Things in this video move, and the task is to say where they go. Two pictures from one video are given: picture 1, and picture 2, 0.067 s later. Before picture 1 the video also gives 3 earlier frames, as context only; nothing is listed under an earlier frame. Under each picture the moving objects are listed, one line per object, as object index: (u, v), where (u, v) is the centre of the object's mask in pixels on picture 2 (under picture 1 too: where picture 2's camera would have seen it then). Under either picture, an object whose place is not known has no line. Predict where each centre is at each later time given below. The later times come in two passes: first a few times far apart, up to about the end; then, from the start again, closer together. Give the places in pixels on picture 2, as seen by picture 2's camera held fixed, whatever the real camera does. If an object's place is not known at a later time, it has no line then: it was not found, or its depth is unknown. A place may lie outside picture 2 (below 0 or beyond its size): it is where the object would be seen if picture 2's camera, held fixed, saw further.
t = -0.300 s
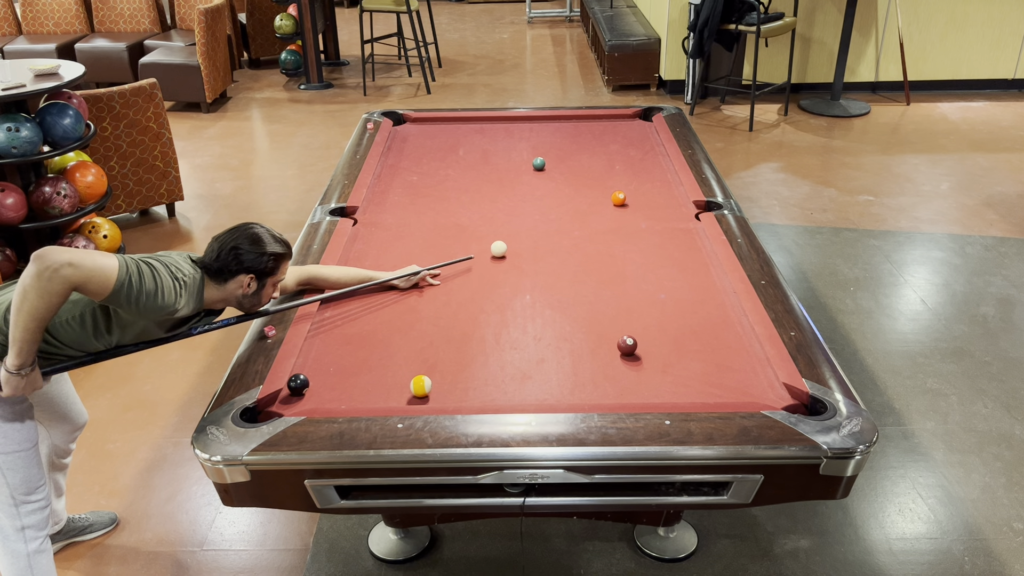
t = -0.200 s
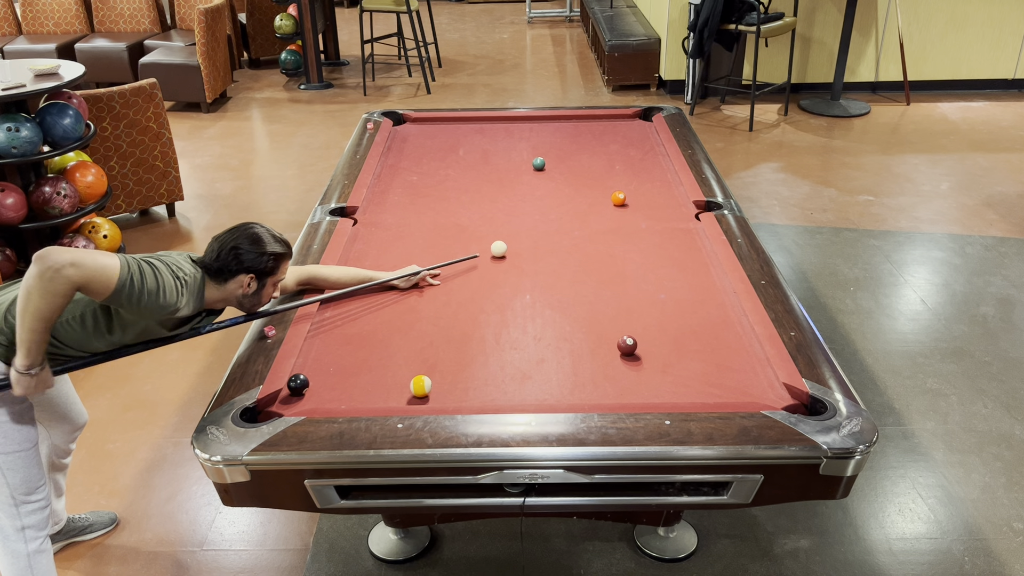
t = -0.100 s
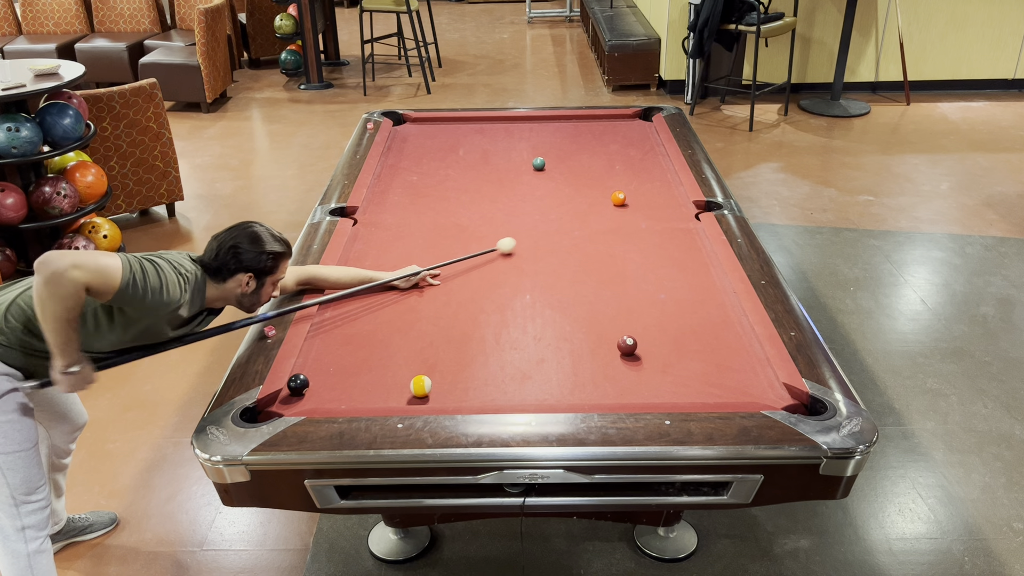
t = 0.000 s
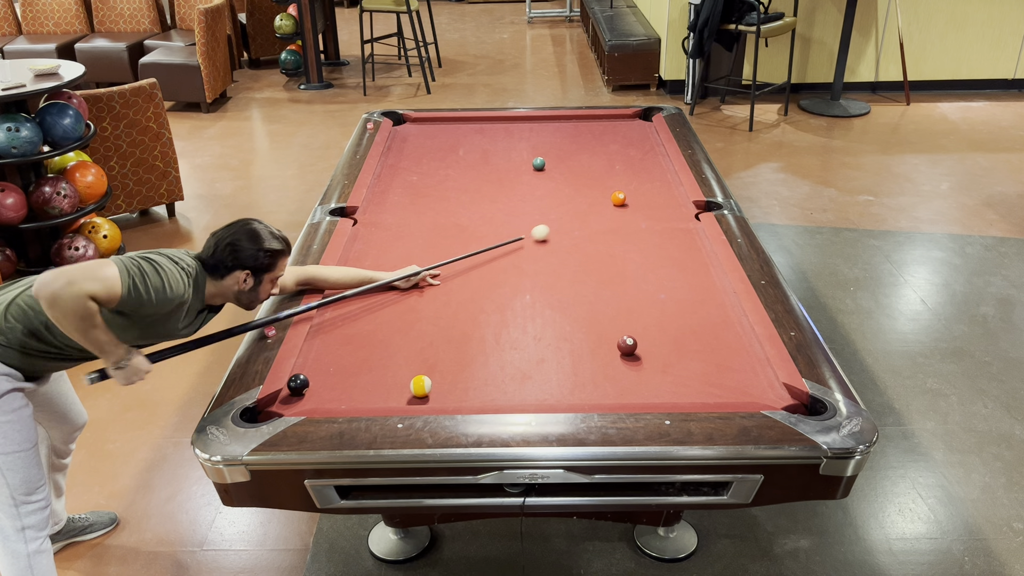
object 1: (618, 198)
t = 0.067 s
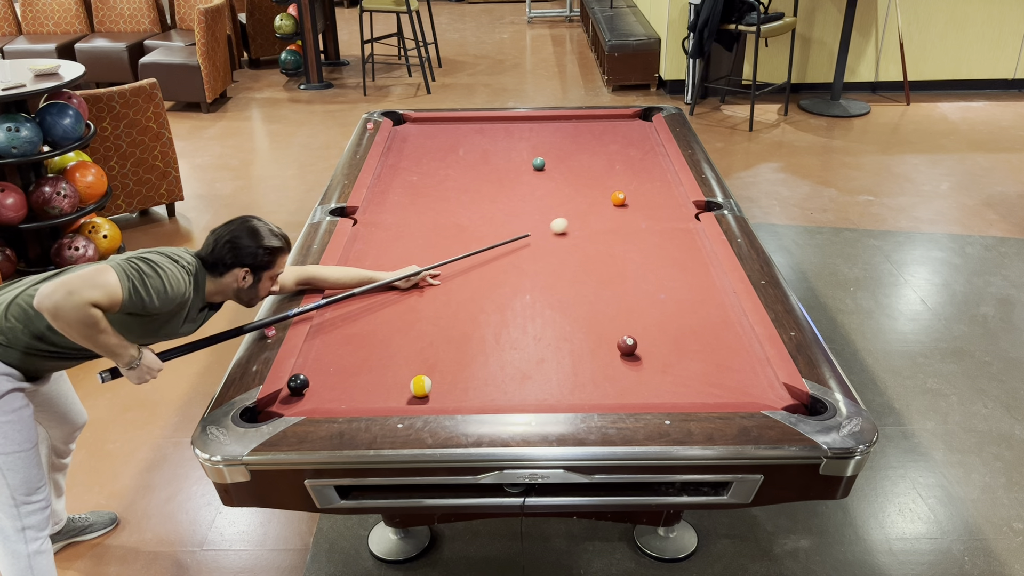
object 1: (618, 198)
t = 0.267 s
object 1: (619, 197)
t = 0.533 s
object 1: (621, 184)
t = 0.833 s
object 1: (623, 169)
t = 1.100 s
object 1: (625, 157)
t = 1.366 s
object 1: (627, 146)
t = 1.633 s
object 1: (629, 137)
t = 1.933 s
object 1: (630, 127)
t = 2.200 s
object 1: (631, 120)
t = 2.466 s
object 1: (636, 117)
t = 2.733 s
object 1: (645, 120)
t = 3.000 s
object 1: (643, 121)
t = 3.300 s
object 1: (640, 123)
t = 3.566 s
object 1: (639, 124)
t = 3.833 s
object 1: (638, 124)
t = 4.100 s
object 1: (638, 124)
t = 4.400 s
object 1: (638, 124)
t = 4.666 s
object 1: (638, 124)
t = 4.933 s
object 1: (638, 124)
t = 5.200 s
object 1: (638, 124)
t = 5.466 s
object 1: (638, 124)
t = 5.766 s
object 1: (638, 124)
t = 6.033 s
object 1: (634, 124)
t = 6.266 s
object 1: (636, 124)
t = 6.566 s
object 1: (638, 124)
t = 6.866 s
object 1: (638, 124)
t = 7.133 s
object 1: (638, 124)
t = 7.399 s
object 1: (638, 124)
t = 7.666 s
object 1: (638, 124)
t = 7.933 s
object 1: (638, 124)
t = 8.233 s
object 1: (638, 124)
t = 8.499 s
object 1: (638, 124)
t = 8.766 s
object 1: (638, 124)
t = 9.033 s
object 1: (638, 124)
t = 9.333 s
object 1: (638, 124)
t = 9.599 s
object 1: (638, 124)
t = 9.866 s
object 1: (638, 124)
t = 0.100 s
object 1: (618, 198)
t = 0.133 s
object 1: (618, 198)
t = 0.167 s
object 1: (618, 198)
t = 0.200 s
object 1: (618, 198)
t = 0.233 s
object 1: (618, 198)
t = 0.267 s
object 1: (619, 197)
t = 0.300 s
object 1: (618, 194)
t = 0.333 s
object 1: (618, 194)
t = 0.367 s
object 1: (619, 193)
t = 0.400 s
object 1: (620, 191)
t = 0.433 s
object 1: (620, 189)
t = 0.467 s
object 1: (620, 187)
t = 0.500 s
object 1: (621, 185)
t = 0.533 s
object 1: (621, 184)
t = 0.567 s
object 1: (621, 182)
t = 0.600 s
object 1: (621, 180)
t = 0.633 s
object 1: (622, 178)
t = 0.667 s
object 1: (622, 177)
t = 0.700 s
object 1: (622, 175)
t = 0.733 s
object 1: (622, 173)
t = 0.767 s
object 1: (623, 172)
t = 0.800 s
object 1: (623, 170)
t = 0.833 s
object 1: (623, 169)
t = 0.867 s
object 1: (624, 167)
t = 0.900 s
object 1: (624, 166)
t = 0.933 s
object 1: (624, 164)
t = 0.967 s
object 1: (624, 163)
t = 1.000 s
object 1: (625, 161)
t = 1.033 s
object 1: (625, 160)
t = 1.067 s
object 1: (625, 158)
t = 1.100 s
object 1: (625, 157)
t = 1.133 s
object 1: (625, 156)
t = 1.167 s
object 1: (626, 154)
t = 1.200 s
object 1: (626, 153)
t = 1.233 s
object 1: (626, 152)
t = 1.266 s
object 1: (626, 150)
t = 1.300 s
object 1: (627, 149)
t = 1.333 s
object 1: (627, 148)
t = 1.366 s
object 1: (627, 146)
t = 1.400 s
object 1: (627, 145)
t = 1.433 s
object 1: (627, 144)
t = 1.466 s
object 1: (628, 143)
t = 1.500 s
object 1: (628, 142)
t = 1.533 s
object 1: (628, 140)
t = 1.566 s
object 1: (628, 139)
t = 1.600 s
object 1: (628, 138)
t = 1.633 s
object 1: (629, 137)
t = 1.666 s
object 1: (629, 136)
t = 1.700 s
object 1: (629, 135)
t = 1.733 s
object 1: (629, 134)
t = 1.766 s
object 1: (629, 132)
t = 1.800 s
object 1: (629, 132)
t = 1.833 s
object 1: (629, 131)
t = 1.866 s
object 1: (630, 130)
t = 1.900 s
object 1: (630, 128)
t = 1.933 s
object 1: (630, 127)
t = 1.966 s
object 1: (630, 126)
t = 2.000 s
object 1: (630, 125)
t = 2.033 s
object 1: (631, 125)
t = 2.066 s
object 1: (631, 123)
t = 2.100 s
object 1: (631, 123)
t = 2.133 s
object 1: (631, 121)
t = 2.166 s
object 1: (631, 121)
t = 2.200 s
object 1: (631, 120)
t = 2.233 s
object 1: (631, 119)
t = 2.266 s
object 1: (631, 118)
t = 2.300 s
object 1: (632, 117)
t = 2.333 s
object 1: (632, 116)
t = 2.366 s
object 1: (633, 116)
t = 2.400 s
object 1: (634, 117)
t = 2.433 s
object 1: (635, 117)
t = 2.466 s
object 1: (636, 117)
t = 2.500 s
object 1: (637, 118)
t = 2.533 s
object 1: (638, 118)
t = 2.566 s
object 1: (639, 118)
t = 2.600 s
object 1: (640, 118)
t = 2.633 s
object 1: (641, 119)
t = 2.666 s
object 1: (643, 119)
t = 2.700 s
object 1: (644, 119)
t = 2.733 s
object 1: (645, 120)
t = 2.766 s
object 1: (646, 120)
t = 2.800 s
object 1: (646, 120)
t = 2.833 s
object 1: (645, 120)
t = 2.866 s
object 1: (645, 121)
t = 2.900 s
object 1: (644, 121)
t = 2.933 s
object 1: (644, 121)
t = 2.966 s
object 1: (644, 121)
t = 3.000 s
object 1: (643, 121)
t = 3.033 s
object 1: (643, 122)
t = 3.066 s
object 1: (643, 122)
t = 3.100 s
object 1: (642, 122)
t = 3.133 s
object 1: (642, 122)
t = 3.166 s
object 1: (642, 122)
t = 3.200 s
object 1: (641, 122)
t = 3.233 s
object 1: (641, 123)
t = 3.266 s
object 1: (641, 123)
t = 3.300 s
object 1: (640, 123)
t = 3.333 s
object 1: (640, 123)
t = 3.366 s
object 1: (640, 123)
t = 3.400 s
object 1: (640, 123)
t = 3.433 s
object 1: (640, 123)
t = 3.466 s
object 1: (639, 123)
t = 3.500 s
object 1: (639, 123)
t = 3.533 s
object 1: (639, 123)
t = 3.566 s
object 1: (639, 124)
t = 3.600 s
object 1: (639, 124)
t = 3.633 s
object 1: (639, 124)
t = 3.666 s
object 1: (638, 124)
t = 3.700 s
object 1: (638, 124)
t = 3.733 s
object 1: (638, 124)
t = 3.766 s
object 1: (638, 124)
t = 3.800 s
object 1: (638, 124)
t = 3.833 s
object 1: (638, 124)
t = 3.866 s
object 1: (638, 124)
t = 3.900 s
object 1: (638, 124)
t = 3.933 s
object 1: (638, 124)
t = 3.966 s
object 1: (638, 124)
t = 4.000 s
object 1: (638, 124)
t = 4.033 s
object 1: (638, 124)
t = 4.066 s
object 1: (638, 124)
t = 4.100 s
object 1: (638, 124)
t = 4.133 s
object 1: (638, 124)
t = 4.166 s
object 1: (638, 124)
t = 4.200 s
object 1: (638, 124)
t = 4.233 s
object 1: (638, 124)
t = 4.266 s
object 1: (638, 124)
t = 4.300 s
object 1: (638, 124)
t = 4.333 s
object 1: (638, 124)
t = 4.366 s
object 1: (638, 124)
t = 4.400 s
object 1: (638, 124)
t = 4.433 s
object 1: (638, 124)
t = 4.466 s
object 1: (638, 124)
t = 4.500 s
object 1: (638, 124)
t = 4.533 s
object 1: (638, 124)
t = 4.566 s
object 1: (638, 124)
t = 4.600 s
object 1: (638, 124)
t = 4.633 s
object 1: (638, 124)
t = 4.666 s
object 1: (638, 124)
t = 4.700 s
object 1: (638, 124)
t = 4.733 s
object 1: (638, 124)
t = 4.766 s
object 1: (638, 124)
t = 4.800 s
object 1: (638, 124)
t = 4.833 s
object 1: (638, 124)
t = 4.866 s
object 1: (638, 124)
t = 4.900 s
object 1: (638, 124)
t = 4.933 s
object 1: (638, 124)
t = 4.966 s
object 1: (638, 124)
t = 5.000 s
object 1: (638, 124)
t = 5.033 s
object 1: (638, 124)
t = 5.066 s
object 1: (638, 124)
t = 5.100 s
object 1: (638, 124)
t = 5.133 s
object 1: (638, 124)
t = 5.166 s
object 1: (638, 124)
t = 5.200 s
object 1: (638, 124)
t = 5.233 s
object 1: (638, 124)
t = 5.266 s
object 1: (638, 124)
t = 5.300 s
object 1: (638, 124)
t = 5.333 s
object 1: (638, 124)
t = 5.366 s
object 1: (638, 124)
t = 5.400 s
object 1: (638, 124)
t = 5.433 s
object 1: (638, 124)
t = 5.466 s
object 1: (638, 124)
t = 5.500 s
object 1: (638, 124)
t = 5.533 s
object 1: (638, 124)
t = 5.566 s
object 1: (638, 124)
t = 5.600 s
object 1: (638, 124)
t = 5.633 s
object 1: (638, 124)
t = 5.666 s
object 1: (638, 124)
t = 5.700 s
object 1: (638, 124)
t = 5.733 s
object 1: (638, 124)
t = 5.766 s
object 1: (638, 124)
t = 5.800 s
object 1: (638, 124)
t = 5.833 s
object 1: (638, 124)
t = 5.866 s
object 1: (638, 124)
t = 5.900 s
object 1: (638, 124)
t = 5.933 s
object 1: (638, 124)
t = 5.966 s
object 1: (638, 124)
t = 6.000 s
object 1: (638, 124)
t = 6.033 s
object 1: (634, 124)
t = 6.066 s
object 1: (638, 124)
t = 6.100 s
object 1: (638, 124)
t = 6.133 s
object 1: (638, 124)
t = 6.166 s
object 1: (638, 124)
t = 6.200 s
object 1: (638, 124)
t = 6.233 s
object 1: (638, 124)
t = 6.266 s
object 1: (636, 124)
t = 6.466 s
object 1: (638, 124)
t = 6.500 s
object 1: (638, 124)
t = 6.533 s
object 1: (638, 124)
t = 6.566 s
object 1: (638, 124)
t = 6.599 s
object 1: (638, 124)
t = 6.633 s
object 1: (638, 124)
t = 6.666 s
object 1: (638, 124)
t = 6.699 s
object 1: (638, 124)
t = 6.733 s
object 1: (638, 124)
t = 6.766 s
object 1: (638, 124)
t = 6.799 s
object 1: (638, 124)
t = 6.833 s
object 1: (638, 124)
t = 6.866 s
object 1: (638, 124)
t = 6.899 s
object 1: (638, 124)
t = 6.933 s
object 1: (638, 124)
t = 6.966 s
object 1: (638, 124)
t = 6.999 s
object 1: (638, 124)
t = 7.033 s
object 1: (638, 124)
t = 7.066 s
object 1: (638, 124)
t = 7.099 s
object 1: (638, 124)
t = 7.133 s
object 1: (638, 124)
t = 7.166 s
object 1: (638, 124)
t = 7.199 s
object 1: (638, 124)
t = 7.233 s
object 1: (638, 124)
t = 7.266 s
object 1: (638, 124)
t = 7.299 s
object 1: (638, 124)
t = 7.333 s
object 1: (638, 124)
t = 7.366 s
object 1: (638, 124)
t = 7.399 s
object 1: (638, 124)
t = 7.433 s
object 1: (638, 124)
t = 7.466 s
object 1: (638, 124)
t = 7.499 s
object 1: (638, 124)
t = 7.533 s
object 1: (638, 124)
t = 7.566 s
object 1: (638, 124)
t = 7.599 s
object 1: (638, 124)
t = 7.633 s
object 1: (638, 124)
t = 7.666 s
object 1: (638, 124)
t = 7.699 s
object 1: (638, 124)
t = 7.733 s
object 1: (638, 124)
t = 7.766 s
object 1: (638, 124)
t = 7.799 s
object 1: (638, 124)
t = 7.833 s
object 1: (638, 124)
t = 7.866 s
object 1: (638, 124)
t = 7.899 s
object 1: (638, 124)
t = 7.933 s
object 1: (638, 124)
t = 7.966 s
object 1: (638, 124)
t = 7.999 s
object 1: (638, 124)
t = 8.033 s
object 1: (638, 124)
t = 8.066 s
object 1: (638, 124)
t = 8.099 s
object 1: (638, 124)
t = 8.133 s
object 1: (638, 124)
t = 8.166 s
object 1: (638, 124)
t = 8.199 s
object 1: (638, 124)
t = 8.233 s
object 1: (638, 124)
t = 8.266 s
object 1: (638, 124)
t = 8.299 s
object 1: (638, 124)
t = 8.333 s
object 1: (638, 124)
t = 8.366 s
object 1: (638, 124)
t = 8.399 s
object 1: (638, 124)
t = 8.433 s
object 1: (638, 124)
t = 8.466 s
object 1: (638, 124)
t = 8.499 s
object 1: (638, 124)
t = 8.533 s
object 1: (638, 124)
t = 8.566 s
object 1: (638, 124)
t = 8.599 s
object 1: (638, 124)
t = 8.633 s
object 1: (638, 124)
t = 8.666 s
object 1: (638, 124)
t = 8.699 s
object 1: (638, 124)
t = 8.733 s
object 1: (638, 124)
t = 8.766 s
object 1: (638, 124)
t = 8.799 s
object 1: (638, 124)
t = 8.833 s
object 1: (638, 124)
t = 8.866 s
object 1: (638, 124)
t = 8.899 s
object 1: (638, 124)
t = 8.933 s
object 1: (638, 124)
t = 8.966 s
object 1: (638, 124)
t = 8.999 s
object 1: (638, 124)
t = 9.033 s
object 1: (638, 124)
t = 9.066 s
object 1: (638, 124)
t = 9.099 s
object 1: (638, 124)
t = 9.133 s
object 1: (638, 124)
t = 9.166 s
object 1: (638, 124)
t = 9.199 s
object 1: (638, 124)
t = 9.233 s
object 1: (638, 124)
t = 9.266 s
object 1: (638, 124)
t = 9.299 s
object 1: (638, 124)
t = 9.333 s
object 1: (638, 124)
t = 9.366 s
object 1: (638, 124)
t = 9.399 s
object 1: (638, 124)
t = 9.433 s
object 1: (638, 124)
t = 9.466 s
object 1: (638, 124)
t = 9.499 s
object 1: (638, 124)
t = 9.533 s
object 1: (638, 124)
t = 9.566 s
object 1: (638, 124)
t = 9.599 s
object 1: (638, 124)
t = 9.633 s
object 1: (638, 124)
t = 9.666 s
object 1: (638, 124)
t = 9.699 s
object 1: (638, 124)
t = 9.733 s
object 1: (638, 124)
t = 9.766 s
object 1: (638, 124)
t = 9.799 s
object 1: (638, 124)
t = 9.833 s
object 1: (638, 124)
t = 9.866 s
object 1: (638, 124)
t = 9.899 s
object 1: (638, 124)
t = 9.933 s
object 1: (638, 124)
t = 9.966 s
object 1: (638, 124)
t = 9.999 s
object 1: (638, 124)
